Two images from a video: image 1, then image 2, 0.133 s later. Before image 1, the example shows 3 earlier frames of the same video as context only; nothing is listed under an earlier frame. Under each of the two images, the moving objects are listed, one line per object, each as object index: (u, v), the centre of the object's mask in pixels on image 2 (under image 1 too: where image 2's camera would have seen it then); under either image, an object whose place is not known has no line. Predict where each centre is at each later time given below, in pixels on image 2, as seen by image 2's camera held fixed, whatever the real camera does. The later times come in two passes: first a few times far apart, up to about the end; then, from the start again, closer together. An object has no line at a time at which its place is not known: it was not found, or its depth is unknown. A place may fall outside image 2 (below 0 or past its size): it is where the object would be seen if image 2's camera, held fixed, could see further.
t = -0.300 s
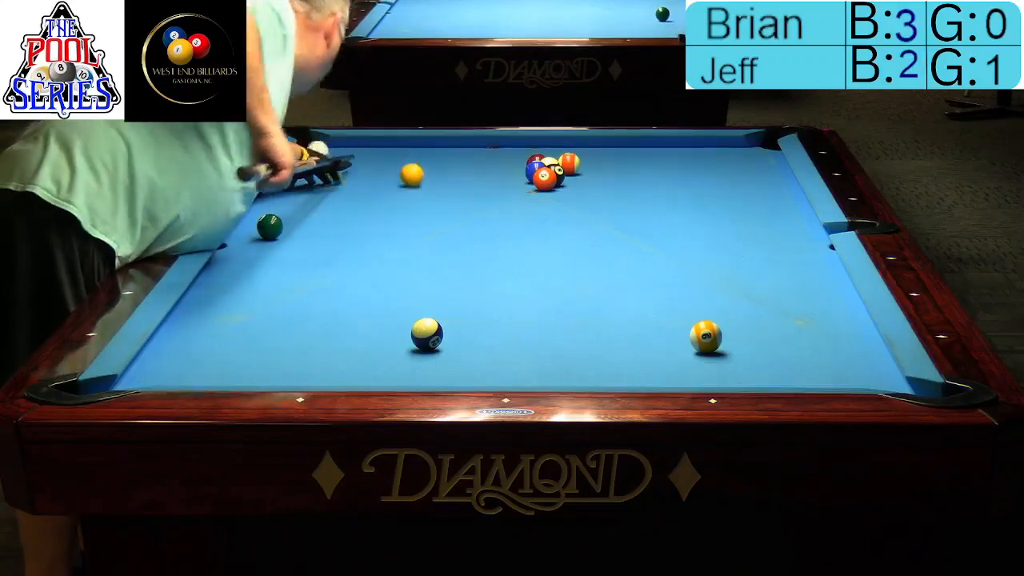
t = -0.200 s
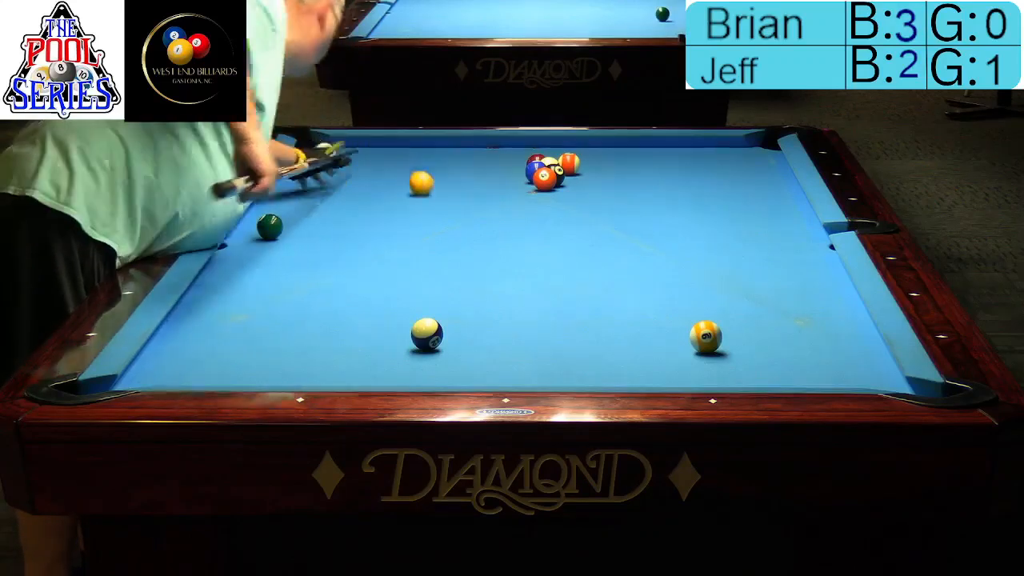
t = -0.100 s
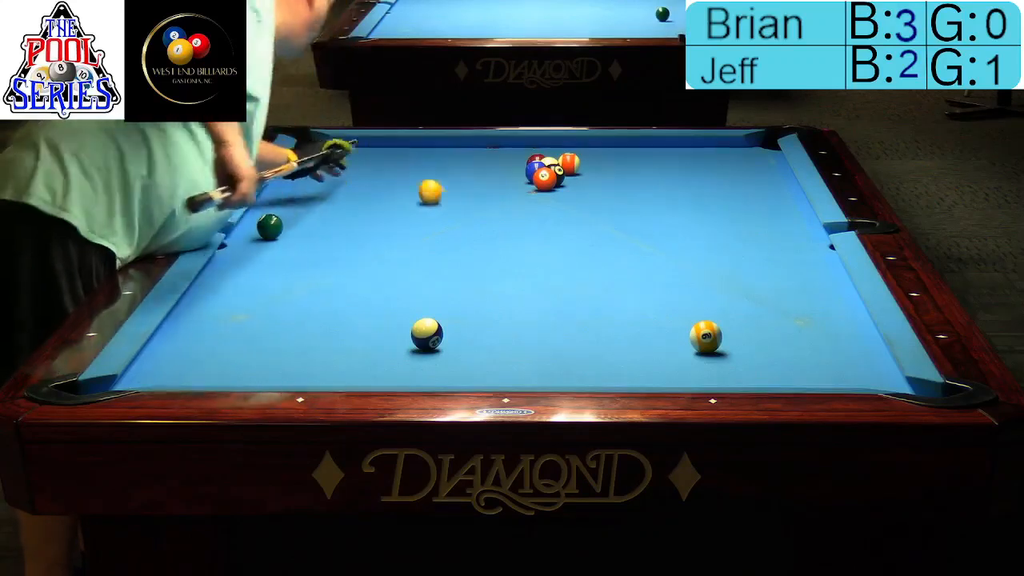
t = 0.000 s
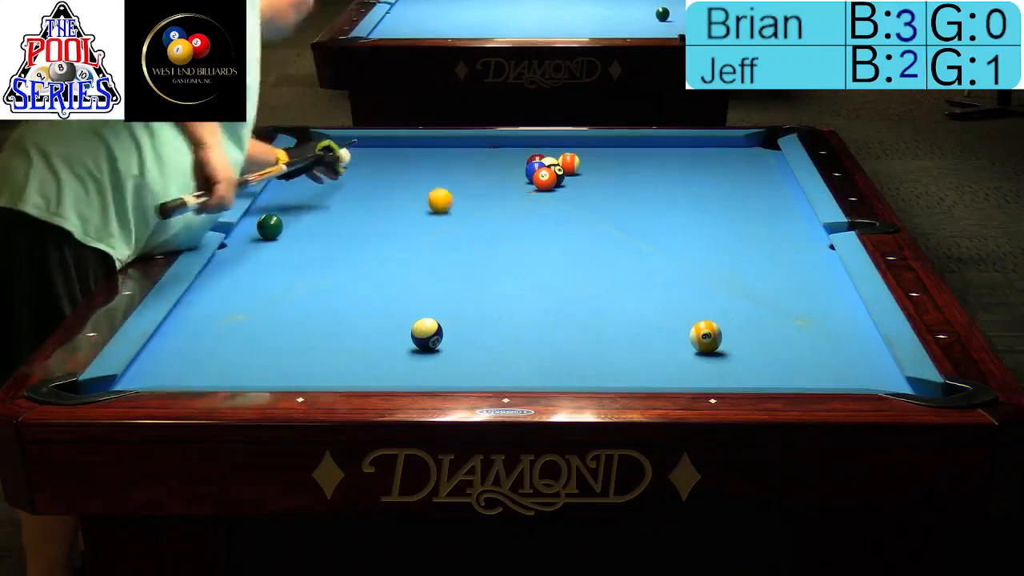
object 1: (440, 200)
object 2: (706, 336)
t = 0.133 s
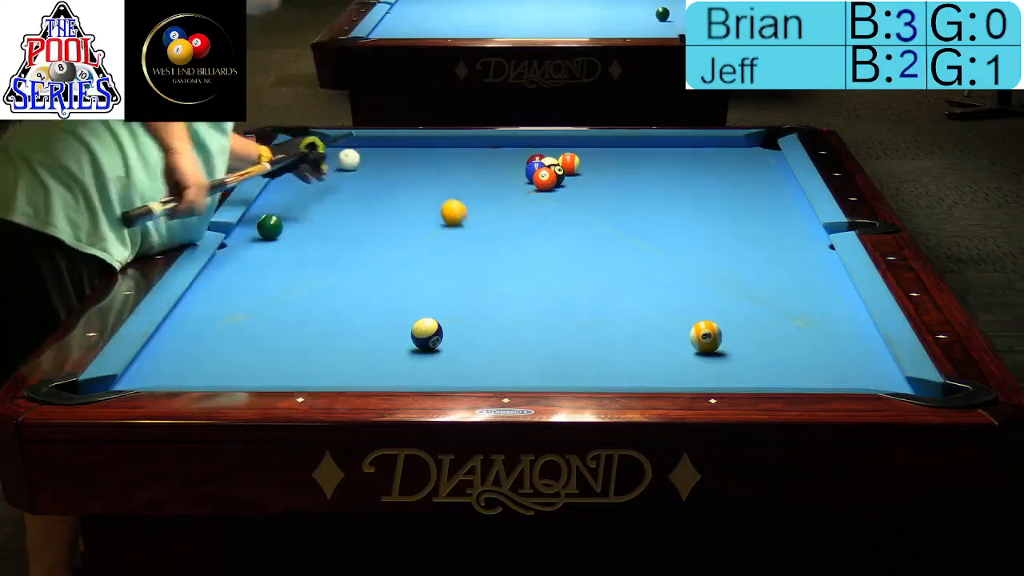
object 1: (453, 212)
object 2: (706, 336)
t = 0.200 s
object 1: (460, 219)
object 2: (706, 336)
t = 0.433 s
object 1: (486, 242)
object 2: (706, 336)
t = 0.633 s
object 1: (509, 263)
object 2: (706, 336)
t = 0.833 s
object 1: (535, 286)
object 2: (706, 336)
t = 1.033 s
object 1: (563, 310)
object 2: (706, 336)
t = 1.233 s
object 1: (593, 337)
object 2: (706, 336)
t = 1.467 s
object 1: (630, 370)
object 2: (706, 336)
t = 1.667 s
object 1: (656, 376)
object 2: (706, 336)
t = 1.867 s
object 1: (669, 362)
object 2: (706, 336)
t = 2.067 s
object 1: (681, 345)
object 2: (707, 336)
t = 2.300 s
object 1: (668, 335)
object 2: (728, 330)
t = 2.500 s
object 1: (653, 327)
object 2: (748, 325)
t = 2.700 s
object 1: (640, 321)
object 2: (766, 320)
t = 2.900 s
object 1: (629, 315)
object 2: (783, 315)
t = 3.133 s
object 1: (617, 310)
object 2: (801, 310)
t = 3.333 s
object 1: (608, 304)
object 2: (814, 307)
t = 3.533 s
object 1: (599, 300)
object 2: (827, 303)
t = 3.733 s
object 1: (593, 296)
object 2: (837, 301)
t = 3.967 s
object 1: (585, 292)
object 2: (843, 298)
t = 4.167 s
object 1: (580, 289)
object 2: (837, 296)
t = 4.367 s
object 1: (576, 287)
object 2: (833, 295)
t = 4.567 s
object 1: (572, 285)
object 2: (830, 295)
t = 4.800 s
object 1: (570, 283)
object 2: (828, 294)
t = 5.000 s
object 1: (569, 282)
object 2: (828, 294)
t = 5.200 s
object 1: (568, 281)
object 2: (828, 294)
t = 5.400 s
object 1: (567, 281)
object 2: (828, 294)
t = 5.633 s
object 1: (567, 281)
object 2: (828, 294)
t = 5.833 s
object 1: (567, 281)
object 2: (828, 294)
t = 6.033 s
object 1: (567, 281)
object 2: (828, 294)
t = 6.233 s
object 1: (567, 281)
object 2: (828, 294)
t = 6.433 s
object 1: (567, 281)
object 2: (828, 294)
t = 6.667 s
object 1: (567, 281)
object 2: (828, 294)
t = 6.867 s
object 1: (567, 281)
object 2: (828, 294)
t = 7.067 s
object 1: (567, 281)
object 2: (828, 294)
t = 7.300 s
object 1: (567, 281)
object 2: (828, 294)
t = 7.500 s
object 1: (567, 281)
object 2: (828, 294)
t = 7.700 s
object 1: (567, 281)
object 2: (828, 294)
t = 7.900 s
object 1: (567, 281)
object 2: (828, 294)
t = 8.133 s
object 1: (567, 281)
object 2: (828, 294)
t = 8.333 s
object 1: (567, 281)
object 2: (828, 294)
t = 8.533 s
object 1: (567, 281)
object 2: (828, 294)
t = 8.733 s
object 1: (567, 281)
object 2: (828, 294)
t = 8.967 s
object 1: (567, 281)
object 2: (828, 294)
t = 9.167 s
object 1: (567, 281)
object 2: (828, 294)
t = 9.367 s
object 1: (567, 281)
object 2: (828, 294)
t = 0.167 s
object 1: (456, 215)
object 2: (706, 336)
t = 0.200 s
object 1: (460, 219)
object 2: (706, 336)
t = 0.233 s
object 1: (463, 222)
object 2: (706, 336)
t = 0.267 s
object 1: (467, 225)
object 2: (706, 336)
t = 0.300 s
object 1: (471, 228)
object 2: (706, 336)
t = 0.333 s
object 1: (474, 232)
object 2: (706, 336)
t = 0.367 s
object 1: (478, 235)
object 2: (706, 336)
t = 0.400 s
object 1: (482, 238)
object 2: (706, 336)
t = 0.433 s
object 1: (486, 242)
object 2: (706, 336)
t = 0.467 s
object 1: (490, 245)
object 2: (706, 336)
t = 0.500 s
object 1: (493, 249)
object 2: (706, 336)
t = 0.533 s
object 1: (497, 252)
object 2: (706, 336)
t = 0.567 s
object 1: (501, 256)
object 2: (706, 336)
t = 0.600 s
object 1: (505, 259)
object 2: (706, 336)
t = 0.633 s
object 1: (509, 263)
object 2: (706, 336)
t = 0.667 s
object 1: (513, 266)
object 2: (706, 336)
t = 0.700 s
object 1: (518, 270)
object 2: (706, 336)
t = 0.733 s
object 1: (522, 274)
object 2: (706, 336)
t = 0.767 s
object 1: (527, 278)
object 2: (706, 336)
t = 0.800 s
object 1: (531, 282)
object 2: (706, 336)
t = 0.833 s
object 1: (535, 286)
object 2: (706, 336)
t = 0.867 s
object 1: (540, 290)
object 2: (706, 336)
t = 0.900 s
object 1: (544, 294)
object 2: (706, 336)
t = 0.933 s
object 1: (549, 298)
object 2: (706, 336)
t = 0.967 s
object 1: (554, 302)
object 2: (706, 336)
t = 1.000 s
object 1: (558, 306)
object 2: (706, 336)
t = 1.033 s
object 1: (563, 310)
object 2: (706, 336)
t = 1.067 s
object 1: (568, 315)
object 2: (706, 336)
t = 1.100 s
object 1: (573, 319)
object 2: (706, 336)
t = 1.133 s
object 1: (577, 323)
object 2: (706, 336)
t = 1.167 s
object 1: (583, 328)
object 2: (706, 336)
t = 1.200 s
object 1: (588, 333)
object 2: (706, 336)
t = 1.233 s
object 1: (593, 337)
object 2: (706, 336)
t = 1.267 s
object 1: (598, 342)
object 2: (706, 336)
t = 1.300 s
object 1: (603, 347)
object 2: (706, 336)
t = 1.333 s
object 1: (609, 352)
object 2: (706, 336)
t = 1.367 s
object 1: (614, 357)
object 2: (706, 336)
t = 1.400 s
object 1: (620, 362)
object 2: (706, 336)
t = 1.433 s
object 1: (625, 367)
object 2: (706, 336)
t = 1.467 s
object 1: (630, 370)
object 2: (706, 336)
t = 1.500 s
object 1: (636, 373)
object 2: (706, 336)
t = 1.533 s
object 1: (642, 376)
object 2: (706, 336)
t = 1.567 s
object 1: (648, 379)
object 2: (706, 336)
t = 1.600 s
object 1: (652, 379)
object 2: (706, 336)
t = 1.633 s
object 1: (654, 377)
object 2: (706, 336)
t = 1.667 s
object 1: (656, 376)
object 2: (706, 336)
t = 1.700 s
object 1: (658, 374)
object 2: (706, 336)
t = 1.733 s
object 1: (661, 372)
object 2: (706, 336)
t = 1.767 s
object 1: (663, 370)
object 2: (706, 336)
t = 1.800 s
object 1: (665, 369)
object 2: (706, 336)
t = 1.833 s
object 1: (667, 366)
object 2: (706, 336)
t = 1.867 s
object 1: (669, 362)
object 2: (706, 336)
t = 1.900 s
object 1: (671, 359)
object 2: (706, 336)
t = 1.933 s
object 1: (673, 357)
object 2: (706, 336)
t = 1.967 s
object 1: (675, 354)
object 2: (706, 336)
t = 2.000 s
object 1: (677, 351)
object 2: (706, 336)
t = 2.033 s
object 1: (679, 348)
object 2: (706, 336)
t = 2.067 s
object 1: (681, 345)
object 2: (707, 336)
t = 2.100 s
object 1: (682, 343)
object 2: (708, 336)
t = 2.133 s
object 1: (680, 341)
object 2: (710, 335)
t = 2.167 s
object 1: (678, 340)
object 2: (714, 334)
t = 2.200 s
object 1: (675, 338)
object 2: (717, 333)
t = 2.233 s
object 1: (672, 337)
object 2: (721, 332)
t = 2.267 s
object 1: (670, 336)
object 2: (724, 331)
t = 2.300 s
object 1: (668, 335)
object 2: (728, 330)
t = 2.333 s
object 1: (665, 333)
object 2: (731, 329)
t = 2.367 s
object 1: (663, 333)
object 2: (735, 328)
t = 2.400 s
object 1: (660, 331)
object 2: (738, 327)
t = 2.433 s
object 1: (658, 330)
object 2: (741, 326)
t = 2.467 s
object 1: (656, 329)
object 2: (745, 326)
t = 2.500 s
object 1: (653, 327)
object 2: (748, 325)
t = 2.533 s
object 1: (651, 326)
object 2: (751, 324)
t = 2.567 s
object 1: (649, 325)
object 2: (754, 323)
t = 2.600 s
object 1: (647, 324)
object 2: (757, 322)
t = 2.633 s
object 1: (645, 323)
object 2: (760, 321)
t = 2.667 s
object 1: (643, 322)
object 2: (763, 321)
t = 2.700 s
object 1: (640, 321)
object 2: (766, 320)
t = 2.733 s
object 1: (638, 320)
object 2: (769, 319)
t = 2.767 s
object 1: (636, 319)
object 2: (772, 318)
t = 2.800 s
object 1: (634, 318)
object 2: (775, 318)
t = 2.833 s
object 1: (632, 317)
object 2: (778, 317)
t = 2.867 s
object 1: (631, 316)
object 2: (780, 316)
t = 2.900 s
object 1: (629, 315)
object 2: (783, 315)
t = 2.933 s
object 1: (627, 314)
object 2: (785, 314)
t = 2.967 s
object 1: (625, 314)
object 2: (788, 314)
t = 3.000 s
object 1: (624, 313)
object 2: (791, 313)
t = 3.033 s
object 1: (622, 312)
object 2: (793, 312)
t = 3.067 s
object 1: (620, 311)
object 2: (796, 312)
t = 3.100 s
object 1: (618, 310)
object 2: (798, 311)
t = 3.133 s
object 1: (617, 310)
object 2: (801, 310)
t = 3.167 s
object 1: (615, 308)
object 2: (803, 310)
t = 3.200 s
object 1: (614, 307)
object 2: (806, 309)
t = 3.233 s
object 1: (612, 307)
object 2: (808, 309)
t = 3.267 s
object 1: (611, 306)
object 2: (810, 308)
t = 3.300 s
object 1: (609, 305)
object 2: (812, 307)
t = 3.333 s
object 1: (608, 304)
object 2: (814, 307)
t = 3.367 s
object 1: (606, 303)
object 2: (817, 306)
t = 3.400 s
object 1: (605, 303)
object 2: (819, 306)
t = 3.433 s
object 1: (603, 302)
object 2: (821, 305)
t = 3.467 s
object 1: (602, 302)
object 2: (823, 304)
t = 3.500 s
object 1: (601, 301)
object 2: (825, 304)
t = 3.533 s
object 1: (599, 300)
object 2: (827, 303)
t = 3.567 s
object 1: (598, 299)
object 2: (829, 303)
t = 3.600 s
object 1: (597, 299)
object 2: (830, 302)
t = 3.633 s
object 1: (596, 298)
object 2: (832, 302)
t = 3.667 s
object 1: (595, 297)
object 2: (834, 302)
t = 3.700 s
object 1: (594, 297)
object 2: (836, 301)
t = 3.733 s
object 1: (593, 296)
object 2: (837, 301)
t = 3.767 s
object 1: (591, 295)
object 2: (839, 300)
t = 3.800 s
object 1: (591, 295)
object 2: (840, 300)
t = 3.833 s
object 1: (589, 294)
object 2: (842, 299)
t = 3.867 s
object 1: (588, 294)
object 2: (843, 299)
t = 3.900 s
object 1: (587, 293)
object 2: (845, 298)
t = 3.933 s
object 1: (586, 293)
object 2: (844, 298)
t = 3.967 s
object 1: (585, 292)
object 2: (843, 298)
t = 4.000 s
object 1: (584, 292)
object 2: (842, 298)
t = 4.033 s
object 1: (584, 291)
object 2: (841, 297)
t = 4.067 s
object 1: (583, 291)
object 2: (840, 297)
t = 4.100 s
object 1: (582, 290)
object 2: (839, 297)
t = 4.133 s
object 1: (581, 290)
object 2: (838, 297)
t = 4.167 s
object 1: (580, 289)
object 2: (837, 296)
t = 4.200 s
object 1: (579, 289)
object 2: (837, 296)
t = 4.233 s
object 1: (579, 289)
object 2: (836, 296)
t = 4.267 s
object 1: (578, 288)
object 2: (835, 296)
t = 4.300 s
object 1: (577, 288)
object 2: (835, 296)
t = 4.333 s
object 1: (577, 287)
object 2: (834, 295)
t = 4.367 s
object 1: (576, 287)
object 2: (833, 295)
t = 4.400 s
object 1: (575, 287)
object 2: (833, 295)
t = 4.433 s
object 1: (575, 287)
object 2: (832, 295)
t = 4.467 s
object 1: (574, 286)
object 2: (832, 295)
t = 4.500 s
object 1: (573, 286)
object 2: (831, 295)
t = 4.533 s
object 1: (573, 285)
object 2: (831, 295)
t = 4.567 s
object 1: (572, 285)
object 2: (830, 295)
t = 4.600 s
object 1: (572, 285)
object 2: (830, 295)
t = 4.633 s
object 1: (571, 285)
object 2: (829, 294)
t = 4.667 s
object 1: (571, 284)
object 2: (829, 294)
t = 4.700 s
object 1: (570, 284)
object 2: (829, 294)
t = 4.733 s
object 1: (570, 284)
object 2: (829, 294)
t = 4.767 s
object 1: (570, 284)
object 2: (828, 294)
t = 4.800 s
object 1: (570, 283)
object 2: (828, 294)
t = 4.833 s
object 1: (569, 283)
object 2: (828, 294)
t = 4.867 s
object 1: (569, 283)
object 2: (828, 294)
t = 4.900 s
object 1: (569, 282)
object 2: (828, 294)
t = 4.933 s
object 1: (569, 282)
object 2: (828, 294)
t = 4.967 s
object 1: (569, 282)
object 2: (828, 294)
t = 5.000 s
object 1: (569, 282)
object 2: (828, 294)
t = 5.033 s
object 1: (569, 282)
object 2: (828, 294)
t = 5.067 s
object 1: (569, 282)
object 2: (828, 294)
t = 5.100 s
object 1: (568, 282)
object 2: (828, 294)
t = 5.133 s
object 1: (568, 282)
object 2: (828, 294)
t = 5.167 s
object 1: (568, 281)
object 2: (828, 294)
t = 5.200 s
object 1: (568, 281)
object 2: (828, 294)
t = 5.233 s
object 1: (568, 281)
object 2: (828, 294)
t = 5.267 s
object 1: (568, 281)
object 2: (828, 294)
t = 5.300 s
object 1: (567, 281)
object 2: (828, 294)
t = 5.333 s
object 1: (567, 281)
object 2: (828, 294)
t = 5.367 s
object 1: (567, 281)
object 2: (828, 294)
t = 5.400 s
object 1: (567, 281)
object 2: (828, 294)
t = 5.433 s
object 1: (567, 281)
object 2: (828, 294)
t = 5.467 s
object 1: (567, 281)
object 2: (828, 294)
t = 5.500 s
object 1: (567, 281)
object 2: (828, 294)
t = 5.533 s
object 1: (567, 281)
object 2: (828, 294)
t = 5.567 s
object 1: (567, 281)
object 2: (828, 294)
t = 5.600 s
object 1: (567, 281)
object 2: (828, 294)
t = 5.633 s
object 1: (567, 281)
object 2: (828, 294)
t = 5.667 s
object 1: (567, 281)
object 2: (828, 294)
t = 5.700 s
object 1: (567, 281)
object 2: (828, 294)
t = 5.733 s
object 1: (567, 281)
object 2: (828, 294)
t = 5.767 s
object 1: (567, 281)
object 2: (828, 294)
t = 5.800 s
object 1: (567, 281)
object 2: (828, 294)
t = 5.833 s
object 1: (567, 281)
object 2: (828, 294)
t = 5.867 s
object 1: (567, 281)
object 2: (828, 294)
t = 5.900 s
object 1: (567, 281)
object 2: (828, 294)
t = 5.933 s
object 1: (567, 281)
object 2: (828, 294)
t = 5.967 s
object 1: (567, 281)
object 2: (828, 294)
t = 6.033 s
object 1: (567, 281)
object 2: (828, 294)
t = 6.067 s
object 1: (567, 281)
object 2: (828, 294)
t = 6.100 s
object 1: (567, 281)
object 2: (828, 294)
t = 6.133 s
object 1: (567, 281)
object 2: (828, 294)
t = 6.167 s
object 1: (567, 281)
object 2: (828, 294)
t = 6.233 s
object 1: (567, 281)
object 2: (828, 294)
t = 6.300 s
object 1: (567, 281)
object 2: (828, 294)
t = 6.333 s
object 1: (567, 281)
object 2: (828, 294)
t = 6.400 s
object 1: (567, 281)
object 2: (828, 294)
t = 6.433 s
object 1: (567, 281)
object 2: (828, 294)
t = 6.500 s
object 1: (567, 281)
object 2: (828, 294)
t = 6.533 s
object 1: (567, 281)
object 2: (828, 294)
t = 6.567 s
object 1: (567, 281)
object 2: (828, 294)
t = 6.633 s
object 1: (567, 281)
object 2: (828, 294)
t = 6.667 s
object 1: (567, 281)
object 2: (828, 294)
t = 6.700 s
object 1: (567, 281)
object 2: (828, 294)
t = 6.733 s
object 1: (567, 281)
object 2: (828, 294)
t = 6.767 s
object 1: (567, 281)
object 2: (828, 294)
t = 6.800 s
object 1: (567, 281)
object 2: (828, 294)
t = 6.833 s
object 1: (567, 281)
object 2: (828, 294)
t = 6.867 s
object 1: (567, 281)
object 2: (828, 294)
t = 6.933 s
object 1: (567, 281)
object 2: (828, 294)
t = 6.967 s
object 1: (567, 281)
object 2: (828, 294)
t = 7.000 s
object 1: (567, 281)
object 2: (828, 294)
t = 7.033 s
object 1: (567, 281)
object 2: (828, 294)
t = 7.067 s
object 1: (567, 281)
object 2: (828, 294)
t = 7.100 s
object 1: (567, 281)
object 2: (828, 294)
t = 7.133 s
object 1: (567, 281)
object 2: (828, 294)
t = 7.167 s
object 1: (567, 281)
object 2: (828, 294)
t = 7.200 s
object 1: (567, 281)
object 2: (828, 294)
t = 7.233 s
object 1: (567, 281)
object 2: (828, 294)
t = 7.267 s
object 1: (567, 281)
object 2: (828, 294)
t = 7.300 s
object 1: (567, 281)
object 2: (828, 294)
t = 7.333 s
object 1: (567, 281)
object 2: (828, 294)
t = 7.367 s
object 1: (567, 281)
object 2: (828, 294)
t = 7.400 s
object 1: (567, 281)
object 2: (828, 294)
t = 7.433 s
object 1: (567, 281)
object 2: (828, 294)
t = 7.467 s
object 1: (567, 281)
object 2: (828, 294)
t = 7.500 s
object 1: (567, 281)
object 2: (828, 294)
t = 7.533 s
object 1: (567, 281)
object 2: (828, 294)
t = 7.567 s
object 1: (567, 281)
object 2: (828, 294)
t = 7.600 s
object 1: (567, 281)
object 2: (828, 294)
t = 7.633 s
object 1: (567, 281)
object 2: (828, 294)
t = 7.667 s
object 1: (567, 281)
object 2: (828, 294)
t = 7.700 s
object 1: (567, 281)
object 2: (828, 294)
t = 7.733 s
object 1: (567, 281)
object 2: (828, 294)
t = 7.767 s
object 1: (567, 281)
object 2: (828, 294)
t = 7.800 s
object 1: (567, 281)
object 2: (828, 294)
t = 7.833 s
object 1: (567, 281)
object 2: (828, 294)
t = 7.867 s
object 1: (567, 281)
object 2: (828, 294)
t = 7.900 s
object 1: (567, 281)
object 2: (828, 294)
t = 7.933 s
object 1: (567, 281)
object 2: (828, 294)
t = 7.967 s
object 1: (567, 281)
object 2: (828, 294)
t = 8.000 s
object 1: (567, 281)
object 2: (828, 294)
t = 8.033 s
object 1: (567, 281)
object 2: (828, 294)
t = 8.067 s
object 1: (567, 281)
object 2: (828, 294)
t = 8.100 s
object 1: (567, 281)
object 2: (828, 294)
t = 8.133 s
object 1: (567, 281)
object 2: (828, 294)
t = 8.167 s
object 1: (567, 281)
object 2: (828, 294)
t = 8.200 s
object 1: (567, 281)
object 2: (828, 294)
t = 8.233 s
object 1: (567, 281)
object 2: (828, 294)
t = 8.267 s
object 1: (567, 281)
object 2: (828, 294)
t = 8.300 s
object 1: (567, 281)
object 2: (828, 294)
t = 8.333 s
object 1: (567, 281)
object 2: (828, 294)
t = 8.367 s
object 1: (567, 281)
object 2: (828, 294)
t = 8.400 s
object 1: (567, 281)
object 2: (828, 294)
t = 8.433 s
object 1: (567, 281)
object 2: (828, 294)
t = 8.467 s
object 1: (567, 281)
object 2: (828, 294)
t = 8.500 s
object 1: (567, 281)
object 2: (828, 294)
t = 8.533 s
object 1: (567, 281)
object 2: (828, 294)
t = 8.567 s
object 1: (567, 281)
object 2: (828, 294)
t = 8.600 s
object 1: (567, 281)
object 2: (828, 294)
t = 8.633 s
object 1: (567, 281)
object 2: (828, 294)
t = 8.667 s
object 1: (567, 281)
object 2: (828, 294)
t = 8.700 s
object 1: (567, 281)
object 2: (828, 294)
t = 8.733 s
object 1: (567, 281)
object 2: (828, 294)
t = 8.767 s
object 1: (567, 281)
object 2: (828, 294)
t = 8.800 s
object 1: (567, 281)
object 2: (828, 294)
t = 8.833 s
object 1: (567, 281)
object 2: (828, 294)
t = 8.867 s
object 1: (567, 281)
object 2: (828, 294)
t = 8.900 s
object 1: (567, 281)
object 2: (828, 294)
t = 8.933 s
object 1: (567, 281)
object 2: (828, 294)
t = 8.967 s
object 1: (567, 281)
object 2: (828, 294)
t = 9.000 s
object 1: (567, 281)
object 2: (828, 294)
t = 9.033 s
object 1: (567, 281)
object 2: (828, 294)
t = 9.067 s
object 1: (567, 281)
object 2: (828, 294)
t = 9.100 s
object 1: (567, 281)
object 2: (828, 294)
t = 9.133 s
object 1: (567, 281)
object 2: (828, 294)
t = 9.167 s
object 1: (567, 281)
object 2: (828, 294)
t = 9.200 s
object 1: (567, 281)
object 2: (828, 294)
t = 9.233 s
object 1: (567, 281)
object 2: (828, 294)
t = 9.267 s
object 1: (567, 281)
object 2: (828, 294)
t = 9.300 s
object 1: (567, 281)
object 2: (828, 294)
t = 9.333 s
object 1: (567, 281)
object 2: (828, 294)
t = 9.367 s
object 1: (567, 281)
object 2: (828, 294)
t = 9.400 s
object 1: (567, 281)
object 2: (828, 294)
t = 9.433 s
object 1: (567, 281)
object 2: (828, 294)
